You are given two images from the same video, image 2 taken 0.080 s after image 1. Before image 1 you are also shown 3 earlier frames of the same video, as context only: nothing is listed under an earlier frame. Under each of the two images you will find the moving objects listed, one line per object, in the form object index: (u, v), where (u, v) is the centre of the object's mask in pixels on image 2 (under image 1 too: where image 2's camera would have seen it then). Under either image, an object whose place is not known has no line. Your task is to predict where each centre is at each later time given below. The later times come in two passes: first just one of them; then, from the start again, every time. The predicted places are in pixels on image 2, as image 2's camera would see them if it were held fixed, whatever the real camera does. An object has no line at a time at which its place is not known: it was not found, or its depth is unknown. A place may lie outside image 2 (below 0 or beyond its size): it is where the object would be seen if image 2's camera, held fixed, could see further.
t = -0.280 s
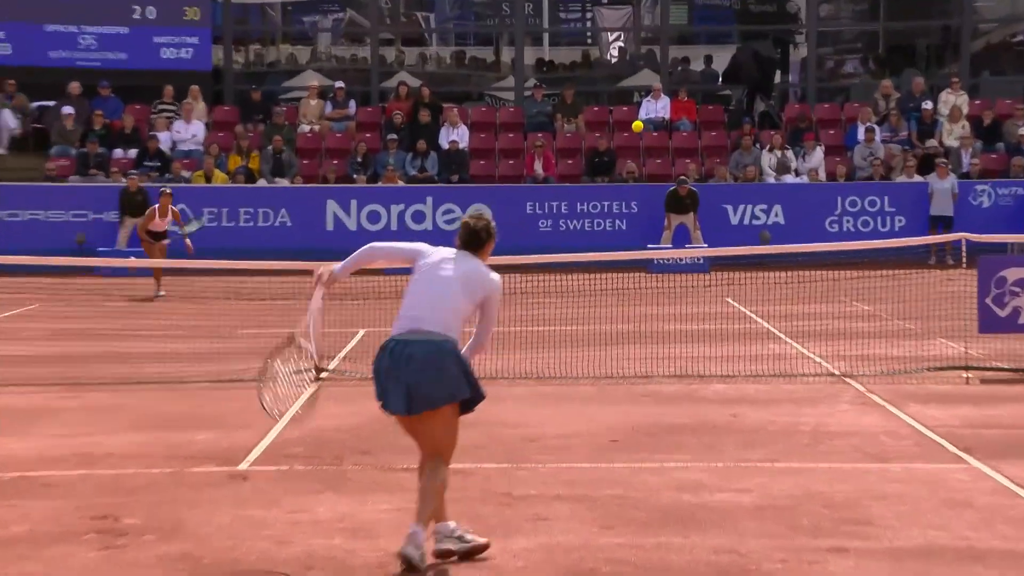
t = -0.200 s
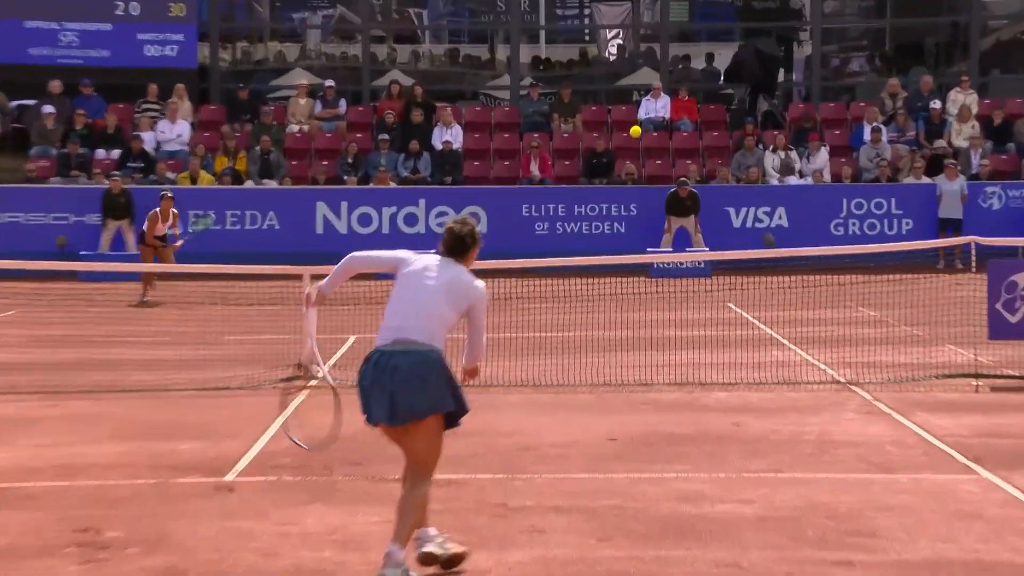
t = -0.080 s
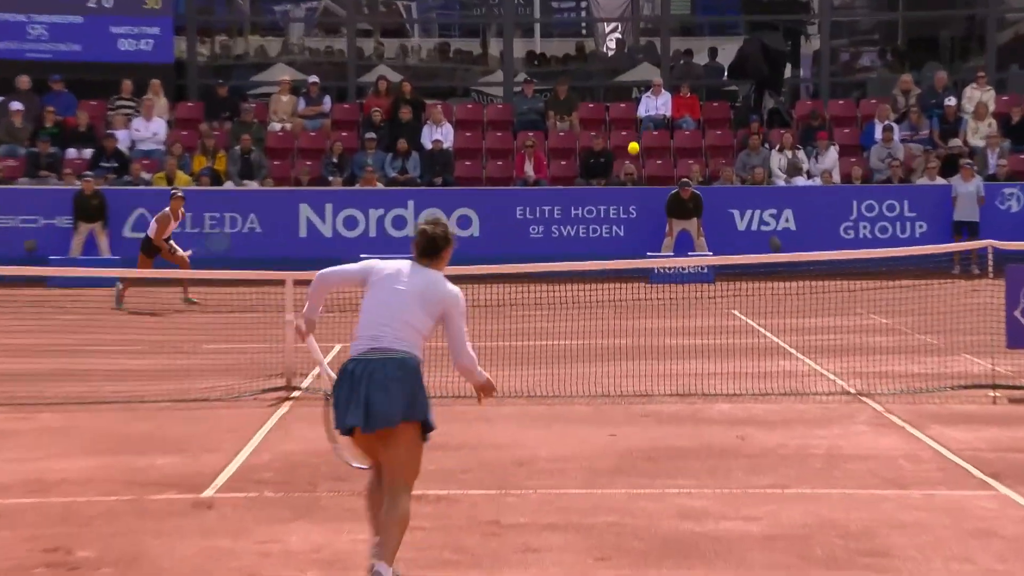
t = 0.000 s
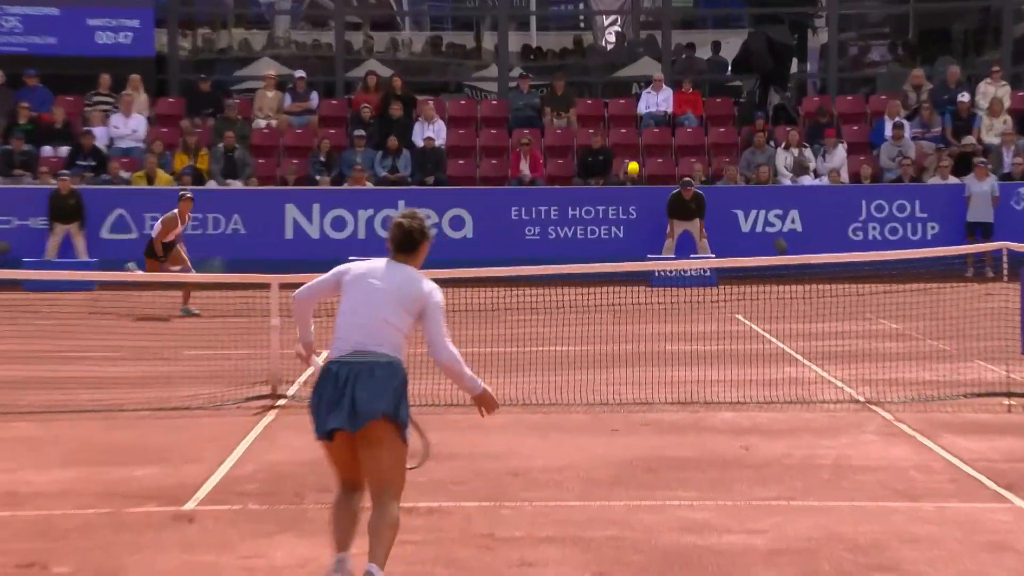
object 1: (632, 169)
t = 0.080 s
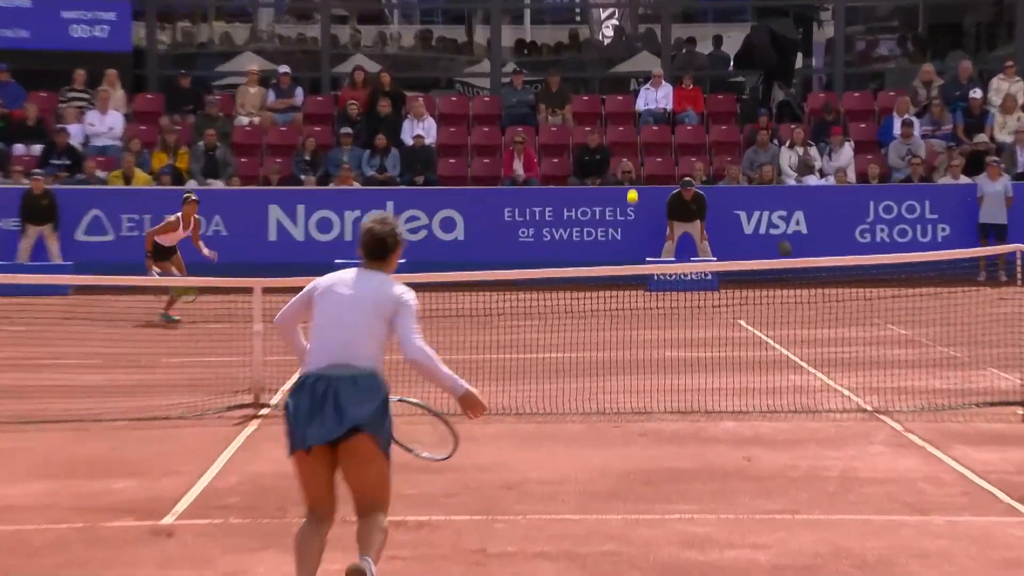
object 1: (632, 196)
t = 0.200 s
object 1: (634, 241)
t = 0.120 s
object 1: (633, 213)
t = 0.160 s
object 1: (633, 222)
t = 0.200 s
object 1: (634, 241)
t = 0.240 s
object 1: (635, 260)
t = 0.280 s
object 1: (636, 285)
